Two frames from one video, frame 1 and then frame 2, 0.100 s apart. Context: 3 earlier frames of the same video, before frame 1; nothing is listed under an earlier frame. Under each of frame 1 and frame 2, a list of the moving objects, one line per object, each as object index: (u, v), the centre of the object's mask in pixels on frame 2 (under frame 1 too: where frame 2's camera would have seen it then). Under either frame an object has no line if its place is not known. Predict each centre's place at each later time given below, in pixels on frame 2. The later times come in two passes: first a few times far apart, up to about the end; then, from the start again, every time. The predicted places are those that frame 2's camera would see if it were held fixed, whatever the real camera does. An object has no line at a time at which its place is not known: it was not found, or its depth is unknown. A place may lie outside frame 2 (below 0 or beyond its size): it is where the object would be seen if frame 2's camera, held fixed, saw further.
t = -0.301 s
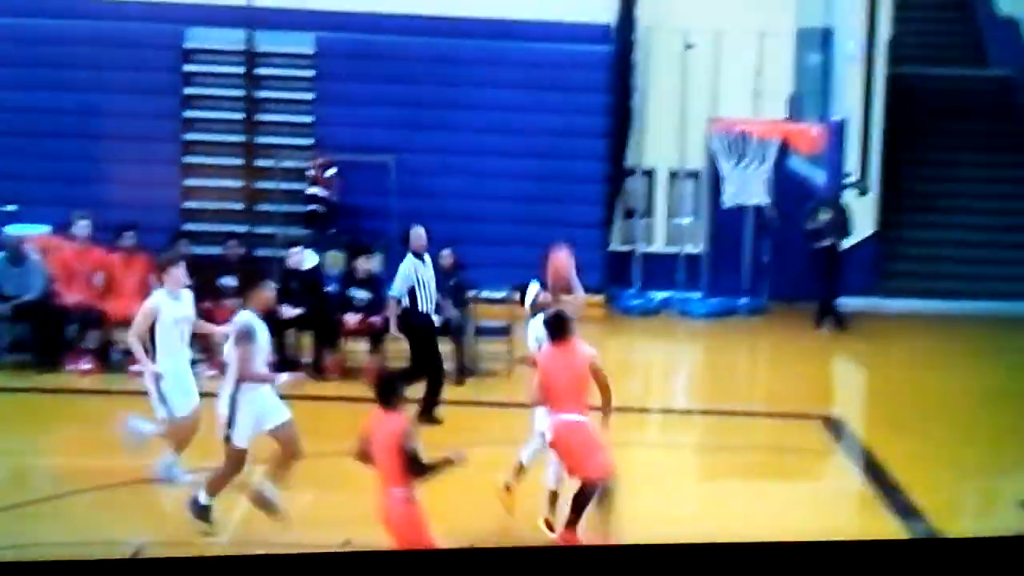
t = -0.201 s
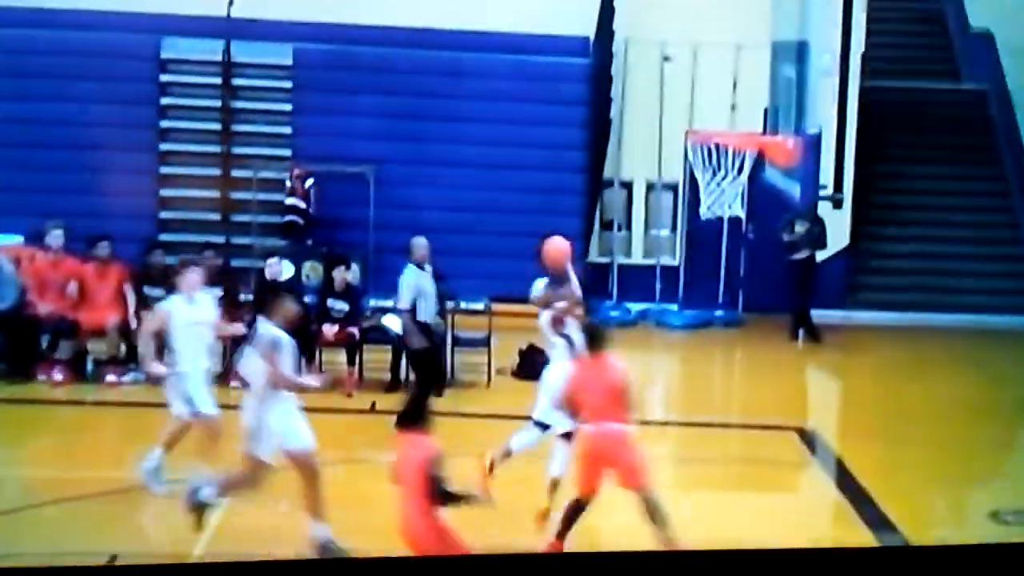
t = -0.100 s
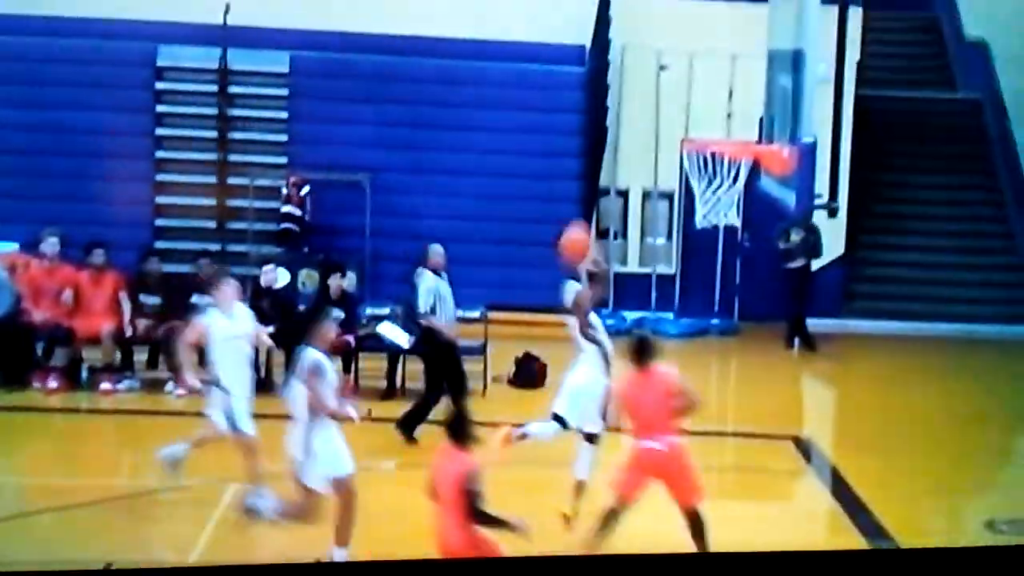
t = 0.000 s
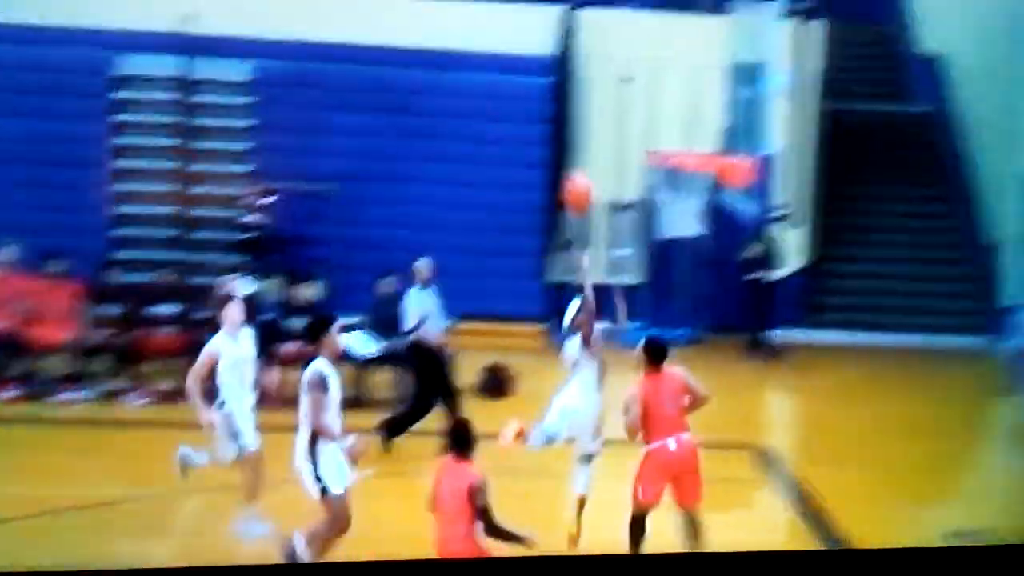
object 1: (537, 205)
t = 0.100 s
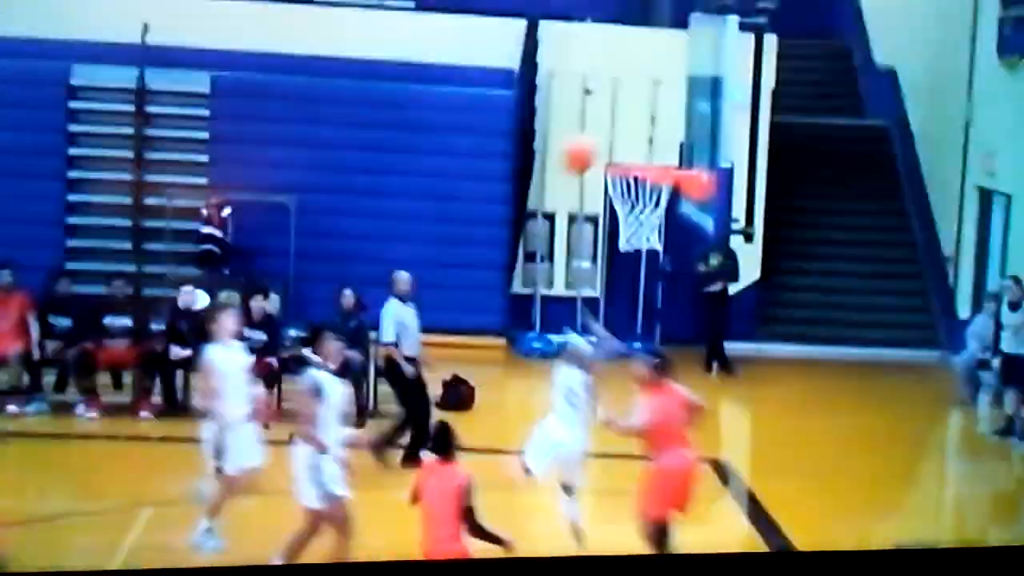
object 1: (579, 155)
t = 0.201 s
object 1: (618, 120)
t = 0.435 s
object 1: (648, 99)
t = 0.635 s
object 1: (589, 158)
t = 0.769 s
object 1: (545, 232)
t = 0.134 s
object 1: (593, 140)
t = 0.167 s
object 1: (605, 128)
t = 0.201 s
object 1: (618, 120)
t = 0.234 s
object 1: (632, 111)
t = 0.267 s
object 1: (647, 103)
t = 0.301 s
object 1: (661, 98)
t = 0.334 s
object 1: (672, 95)
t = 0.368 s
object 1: (667, 94)
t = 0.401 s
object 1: (658, 94)
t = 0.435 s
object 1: (648, 99)
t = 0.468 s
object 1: (639, 104)
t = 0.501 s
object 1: (629, 110)
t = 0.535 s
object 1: (619, 120)
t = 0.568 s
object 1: (609, 131)
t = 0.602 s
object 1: (598, 144)
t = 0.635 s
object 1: (589, 158)
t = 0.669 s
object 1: (579, 173)
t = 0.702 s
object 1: (568, 191)
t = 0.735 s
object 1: (557, 210)
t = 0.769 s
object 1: (545, 232)
